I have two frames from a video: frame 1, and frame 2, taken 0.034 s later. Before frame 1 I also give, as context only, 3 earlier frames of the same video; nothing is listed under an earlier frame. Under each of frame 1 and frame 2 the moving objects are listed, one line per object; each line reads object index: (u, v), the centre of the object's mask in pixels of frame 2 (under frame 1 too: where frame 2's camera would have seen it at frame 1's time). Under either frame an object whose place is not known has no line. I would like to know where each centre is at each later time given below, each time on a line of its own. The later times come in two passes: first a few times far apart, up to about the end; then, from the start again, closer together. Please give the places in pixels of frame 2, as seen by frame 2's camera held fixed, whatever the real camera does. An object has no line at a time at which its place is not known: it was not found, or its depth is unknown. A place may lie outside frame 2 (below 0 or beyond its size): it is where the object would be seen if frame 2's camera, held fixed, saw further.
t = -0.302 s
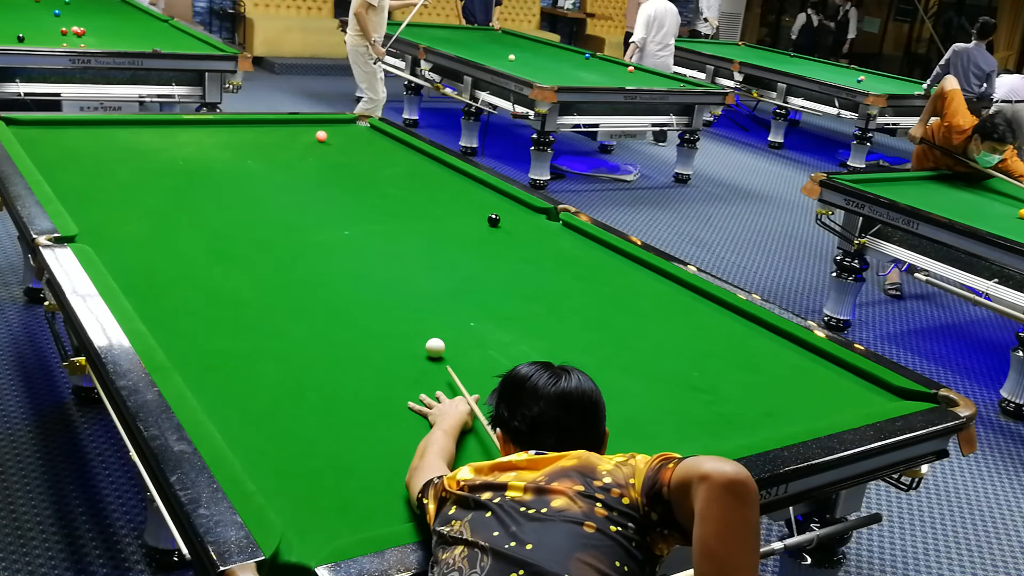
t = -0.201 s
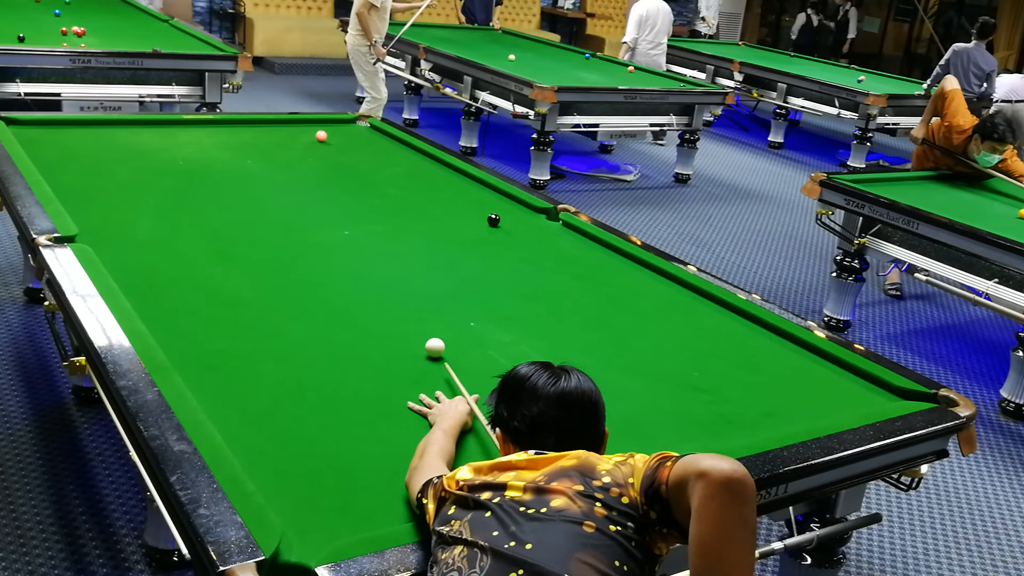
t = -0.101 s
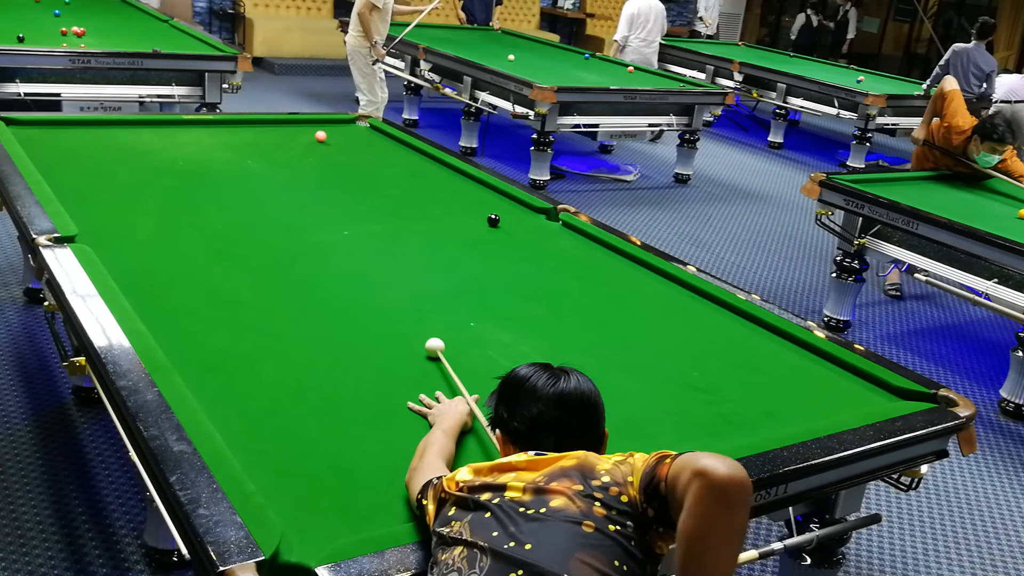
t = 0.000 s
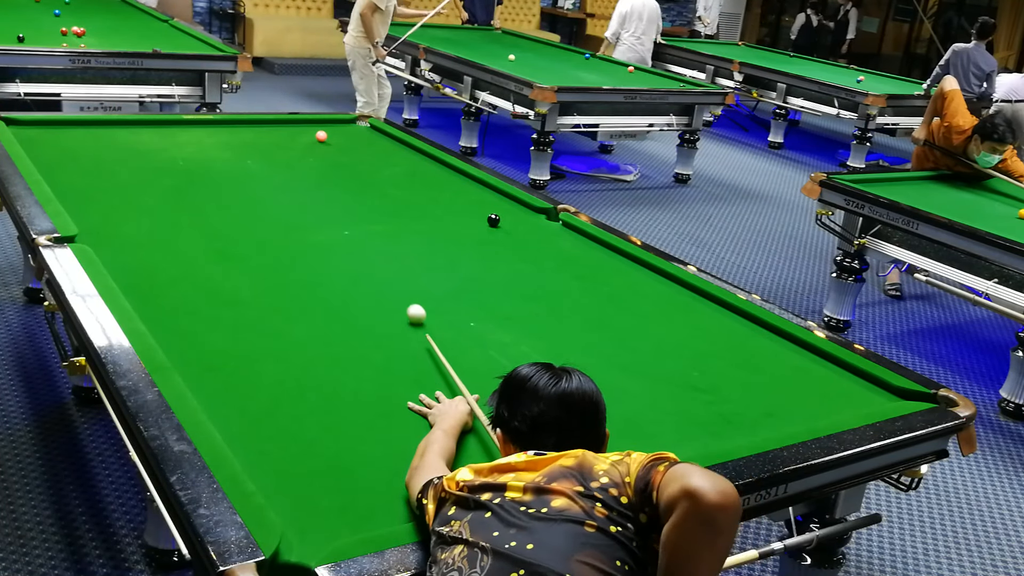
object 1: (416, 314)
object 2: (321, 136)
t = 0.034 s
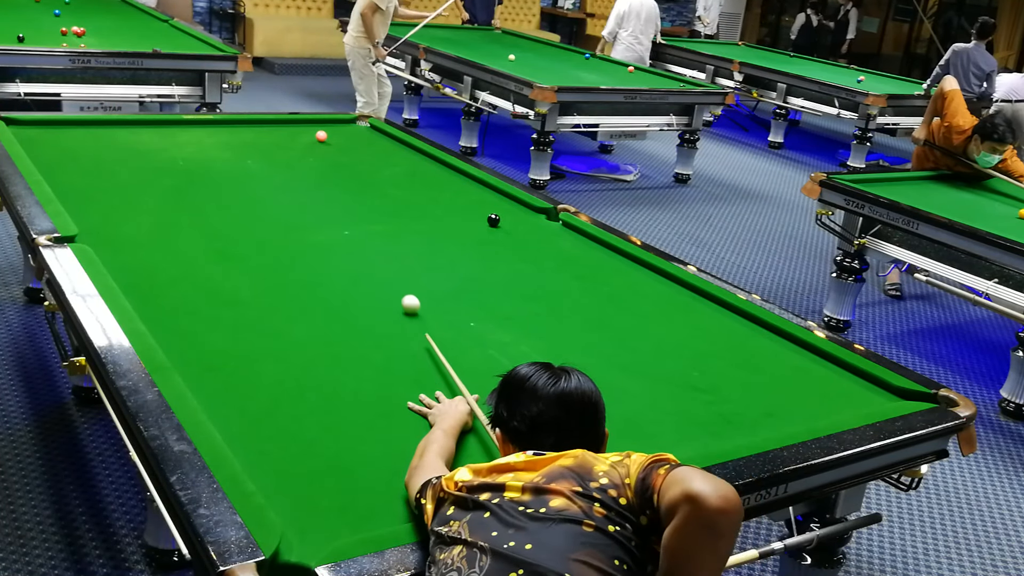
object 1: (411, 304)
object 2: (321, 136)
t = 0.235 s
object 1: (385, 259)
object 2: (321, 136)
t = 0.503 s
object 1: (360, 214)
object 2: (321, 136)
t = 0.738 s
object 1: (343, 184)
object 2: (321, 136)
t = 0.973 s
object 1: (329, 158)
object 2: (321, 136)
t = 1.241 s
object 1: (312, 136)
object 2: (324, 134)
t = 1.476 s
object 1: (280, 129)
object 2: (341, 126)
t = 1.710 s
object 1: (252, 121)
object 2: (354, 120)
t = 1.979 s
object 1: (248, 126)
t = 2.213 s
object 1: (246, 132)
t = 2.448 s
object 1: (244, 138)
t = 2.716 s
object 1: (242, 144)
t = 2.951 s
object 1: (241, 150)
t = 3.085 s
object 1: (239, 153)
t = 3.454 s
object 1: (236, 161)
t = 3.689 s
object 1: (235, 166)
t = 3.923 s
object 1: (234, 171)
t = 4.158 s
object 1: (232, 176)
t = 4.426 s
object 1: (231, 182)
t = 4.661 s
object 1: (229, 186)
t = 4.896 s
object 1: (228, 190)
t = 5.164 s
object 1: (225, 193)
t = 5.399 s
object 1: (224, 196)
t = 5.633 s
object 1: (222, 199)
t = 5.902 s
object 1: (220, 201)
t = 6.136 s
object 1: (218, 203)
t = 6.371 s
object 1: (217, 205)
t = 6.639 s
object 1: (216, 206)
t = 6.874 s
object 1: (216, 206)
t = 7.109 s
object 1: (215, 207)
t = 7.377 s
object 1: (215, 207)
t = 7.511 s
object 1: (215, 207)
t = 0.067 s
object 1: (406, 295)
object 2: (321, 136)
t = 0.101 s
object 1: (401, 287)
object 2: (321, 136)
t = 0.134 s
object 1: (397, 280)
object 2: (321, 136)
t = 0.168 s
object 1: (393, 272)
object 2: (321, 136)
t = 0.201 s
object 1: (389, 266)
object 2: (321, 136)
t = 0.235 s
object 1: (385, 259)
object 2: (321, 136)
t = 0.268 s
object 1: (382, 253)
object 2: (321, 136)
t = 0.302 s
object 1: (378, 247)
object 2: (321, 136)
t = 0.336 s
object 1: (375, 241)
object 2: (321, 136)
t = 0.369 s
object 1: (372, 235)
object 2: (321, 136)
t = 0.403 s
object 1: (369, 230)
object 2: (321, 136)
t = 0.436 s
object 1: (366, 224)
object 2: (321, 136)
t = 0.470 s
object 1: (363, 220)
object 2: (321, 136)
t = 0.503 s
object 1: (360, 214)
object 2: (321, 136)
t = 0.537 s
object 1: (357, 210)
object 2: (321, 136)
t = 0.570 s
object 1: (355, 205)
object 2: (321, 136)
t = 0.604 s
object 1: (352, 200)
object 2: (321, 136)
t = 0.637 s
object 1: (350, 196)
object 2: (321, 136)
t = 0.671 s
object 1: (347, 192)
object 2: (321, 136)
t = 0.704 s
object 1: (345, 188)
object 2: (321, 136)
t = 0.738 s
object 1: (343, 184)
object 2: (321, 136)
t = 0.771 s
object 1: (340, 180)
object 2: (321, 136)
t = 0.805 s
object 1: (338, 176)
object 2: (321, 136)
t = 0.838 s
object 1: (336, 172)
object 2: (321, 136)
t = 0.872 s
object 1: (334, 169)
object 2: (321, 136)
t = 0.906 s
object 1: (332, 165)
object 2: (321, 136)
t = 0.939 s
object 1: (330, 162)
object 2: (321, 136)
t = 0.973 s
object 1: (329, 158)
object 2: (321, 136)
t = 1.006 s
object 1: (327, 155)
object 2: (321, 136)
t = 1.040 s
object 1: (325, 152)
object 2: (321, 136)
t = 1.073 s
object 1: (323, 149)
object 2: (321, 136)
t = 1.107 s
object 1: (322, 146)
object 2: (321, 135)
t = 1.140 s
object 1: (320, 143)
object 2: (321, 135)
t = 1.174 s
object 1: (319, 140)
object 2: (322, 134)
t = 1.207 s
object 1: (317, 138)
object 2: (323, 135)
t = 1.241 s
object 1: (312, 136)
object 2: (324, 134)
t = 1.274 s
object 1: (307, 136)
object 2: (327, 133)
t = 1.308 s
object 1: (302, 134)
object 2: (330, 131)
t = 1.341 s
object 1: (297, 133)
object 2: (333, 130)
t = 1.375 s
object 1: (293, 132)
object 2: (335, 129)
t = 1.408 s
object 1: (288, 131)
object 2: (337, 128)
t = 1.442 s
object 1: (284, 130)
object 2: (339, 128)
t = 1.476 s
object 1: (280, 129)
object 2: (341, 126)
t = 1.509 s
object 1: (276, 127)
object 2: (343, 126)
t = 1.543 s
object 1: (272, 126)
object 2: (345, 125)
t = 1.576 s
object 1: (267, 125)
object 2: (347, 124)
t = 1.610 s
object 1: (263, 124)
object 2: (349, 123)
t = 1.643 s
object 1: (259, 123)
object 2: (351, 122)
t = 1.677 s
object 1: (255, 122)
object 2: (352, 121)
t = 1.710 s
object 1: (252, 121)
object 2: (354, 120)
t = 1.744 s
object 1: (250, 121)
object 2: (356, 119)
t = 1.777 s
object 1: (250, 122)
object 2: (359, 119)
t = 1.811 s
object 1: (250, 122)
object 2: (363, 121)
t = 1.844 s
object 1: (249, 123)
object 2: (365, 123)
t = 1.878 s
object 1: (249, 124)
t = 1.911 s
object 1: (249, 125)
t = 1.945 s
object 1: (248, 126)
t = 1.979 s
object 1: (248, 126)
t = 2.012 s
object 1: (248, 127)
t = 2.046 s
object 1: (248, 128)
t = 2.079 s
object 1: (247, 129)
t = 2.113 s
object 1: (247, 130)
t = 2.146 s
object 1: (247, 131)
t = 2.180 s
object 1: (247, 131)
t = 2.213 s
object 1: (246, 132)
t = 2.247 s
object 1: (246, 133)
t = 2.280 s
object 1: (246, 134)
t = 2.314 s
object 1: (245, 135)
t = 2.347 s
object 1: (245, 136)
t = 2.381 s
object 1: (245, 136)
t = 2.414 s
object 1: (245, 137)
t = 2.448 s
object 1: (244, 138)
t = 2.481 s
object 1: (244, 139)
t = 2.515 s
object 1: (244, 139)
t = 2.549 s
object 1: (244, 140)
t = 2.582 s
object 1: (243, 141)
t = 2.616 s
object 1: (243, 142)
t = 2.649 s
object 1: (243, 143)
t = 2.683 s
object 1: (242, 143)
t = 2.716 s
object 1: (242, 144)
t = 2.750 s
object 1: (242, 145)
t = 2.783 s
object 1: (242, 146)
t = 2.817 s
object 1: (241, 147)
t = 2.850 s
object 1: (241, 147)
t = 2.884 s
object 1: (241, 148)
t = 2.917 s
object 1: (241, 149)
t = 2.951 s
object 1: (241, 150)
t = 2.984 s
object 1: (240, 150)
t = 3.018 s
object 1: (240, 151)
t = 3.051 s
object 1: (240, 152)
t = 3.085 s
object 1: (239, 153)
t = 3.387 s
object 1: (238, 160)
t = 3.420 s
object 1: (237, 160)
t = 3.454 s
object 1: (236, 161)
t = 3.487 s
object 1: (237, 162)
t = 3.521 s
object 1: (236, 163)
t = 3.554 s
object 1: (236, 163)
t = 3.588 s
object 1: (236, 164)
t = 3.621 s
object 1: (236, 165)
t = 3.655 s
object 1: (235, 165)
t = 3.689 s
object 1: (235, 166)
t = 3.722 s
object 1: (235, 167)
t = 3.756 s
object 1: (235, 168)
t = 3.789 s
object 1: (235, 168)
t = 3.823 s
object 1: (234, 169)
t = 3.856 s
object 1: (234, 169)
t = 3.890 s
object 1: (234, 171)
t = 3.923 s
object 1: (234, 171)
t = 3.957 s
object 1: (233, 172)
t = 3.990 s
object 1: (233, 173)
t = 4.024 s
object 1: (233, 173)
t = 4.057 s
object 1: (233, 174)
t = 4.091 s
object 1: (233, 174)
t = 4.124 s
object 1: (232, 175)
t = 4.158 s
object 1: (232, 176)
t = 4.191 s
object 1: (232, 177)
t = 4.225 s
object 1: (232, 177)
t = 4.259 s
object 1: (231, 178)
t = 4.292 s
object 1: (231, 179)
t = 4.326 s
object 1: (231, 179)
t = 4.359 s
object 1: (231, 180)
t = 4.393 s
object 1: (231, 181)
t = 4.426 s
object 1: (231, 182)
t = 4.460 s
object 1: (231, 182)
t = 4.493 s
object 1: (231, 183)
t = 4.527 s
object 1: (230, 183)
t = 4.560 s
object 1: (230, 184)
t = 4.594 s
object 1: (230, 184)
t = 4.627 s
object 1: (230, 185)
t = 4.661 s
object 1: (229, 186)
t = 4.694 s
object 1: (229, 186)
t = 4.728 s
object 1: (229, 187)
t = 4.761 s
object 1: (229, 187)
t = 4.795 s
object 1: (228, 188)
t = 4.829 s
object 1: (228, 188)
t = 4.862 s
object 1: (228, 189)
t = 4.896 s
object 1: (228, 190)
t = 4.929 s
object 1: (227, 190)
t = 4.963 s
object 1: (227, 190)
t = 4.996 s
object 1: (227, 191)
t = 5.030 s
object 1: (227, 192)
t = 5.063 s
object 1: (226, 192)
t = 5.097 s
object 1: (226, 192)
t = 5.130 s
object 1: (225, 193)
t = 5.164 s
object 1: (225, 193)
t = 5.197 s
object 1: (225, 194)
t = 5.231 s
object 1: (225, 194)
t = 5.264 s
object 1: (225, 195)
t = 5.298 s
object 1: (225, 195)
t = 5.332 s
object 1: (224, 196)
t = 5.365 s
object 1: (224, 196)
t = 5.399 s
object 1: (224, 196)
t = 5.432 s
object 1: (224, 197)
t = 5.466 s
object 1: (223, 197)
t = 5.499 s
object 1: (223, 198)
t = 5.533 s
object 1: (223, 198)
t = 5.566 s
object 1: (223, 198)
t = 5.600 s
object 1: (222, 199)
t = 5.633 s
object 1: (222, 199)
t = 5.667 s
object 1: (222, 199)
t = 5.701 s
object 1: (221, 200)
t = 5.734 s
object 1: (221, 200)
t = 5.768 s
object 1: (221, 200)
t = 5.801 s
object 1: (221, 201)
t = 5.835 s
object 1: (220, 201)
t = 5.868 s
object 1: (220, 201)
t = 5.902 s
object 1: (220, 201)
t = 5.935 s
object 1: (220, 202)
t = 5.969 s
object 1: (219, 202)
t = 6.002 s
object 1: (219, 202)
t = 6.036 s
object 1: (219, 203)
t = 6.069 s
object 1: (219, 203)
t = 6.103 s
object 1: (218, 203)
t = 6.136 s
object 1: (218, 203)
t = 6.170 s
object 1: (218, 204)
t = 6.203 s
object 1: (218, 204)
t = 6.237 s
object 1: (217, 204)
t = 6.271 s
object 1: (217, 204)
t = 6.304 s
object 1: (217, 204)
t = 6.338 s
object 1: (217, 205)
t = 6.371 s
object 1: (217, 205)
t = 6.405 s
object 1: (217, 205)
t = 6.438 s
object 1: (217, 205)
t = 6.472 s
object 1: (217, 205)
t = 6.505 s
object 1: (217, 205)
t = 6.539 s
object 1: (217, 206)
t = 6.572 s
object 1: (217, 206)
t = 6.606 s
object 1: (216, 206)
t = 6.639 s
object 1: (216, 206)
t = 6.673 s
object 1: (216, 206)
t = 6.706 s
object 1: (216, 206)
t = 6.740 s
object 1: (216, 206)
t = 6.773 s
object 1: (216, 206)
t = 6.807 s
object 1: (216, 206)
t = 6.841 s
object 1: (216, 206)
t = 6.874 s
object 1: (216, 206)
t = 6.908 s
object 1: (216, 207)
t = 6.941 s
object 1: (216, 207)
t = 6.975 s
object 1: (215, 207)
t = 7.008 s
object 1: (215, 207)
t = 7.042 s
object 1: (215, 207)
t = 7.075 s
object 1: (215, 207)
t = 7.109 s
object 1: (215, 207)
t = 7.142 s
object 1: (215, 207)
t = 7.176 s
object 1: (215, 207)
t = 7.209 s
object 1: (215, 207)
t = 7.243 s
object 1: (215, 207)
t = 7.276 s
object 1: (215, 207)
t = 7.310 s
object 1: (215, 207)
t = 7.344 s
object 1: (216, 207)
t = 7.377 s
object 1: (215, 207)
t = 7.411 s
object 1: (215, 207)
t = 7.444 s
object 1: (216, 207)
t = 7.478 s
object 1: (216, 207)
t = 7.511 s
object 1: (215, 207)
